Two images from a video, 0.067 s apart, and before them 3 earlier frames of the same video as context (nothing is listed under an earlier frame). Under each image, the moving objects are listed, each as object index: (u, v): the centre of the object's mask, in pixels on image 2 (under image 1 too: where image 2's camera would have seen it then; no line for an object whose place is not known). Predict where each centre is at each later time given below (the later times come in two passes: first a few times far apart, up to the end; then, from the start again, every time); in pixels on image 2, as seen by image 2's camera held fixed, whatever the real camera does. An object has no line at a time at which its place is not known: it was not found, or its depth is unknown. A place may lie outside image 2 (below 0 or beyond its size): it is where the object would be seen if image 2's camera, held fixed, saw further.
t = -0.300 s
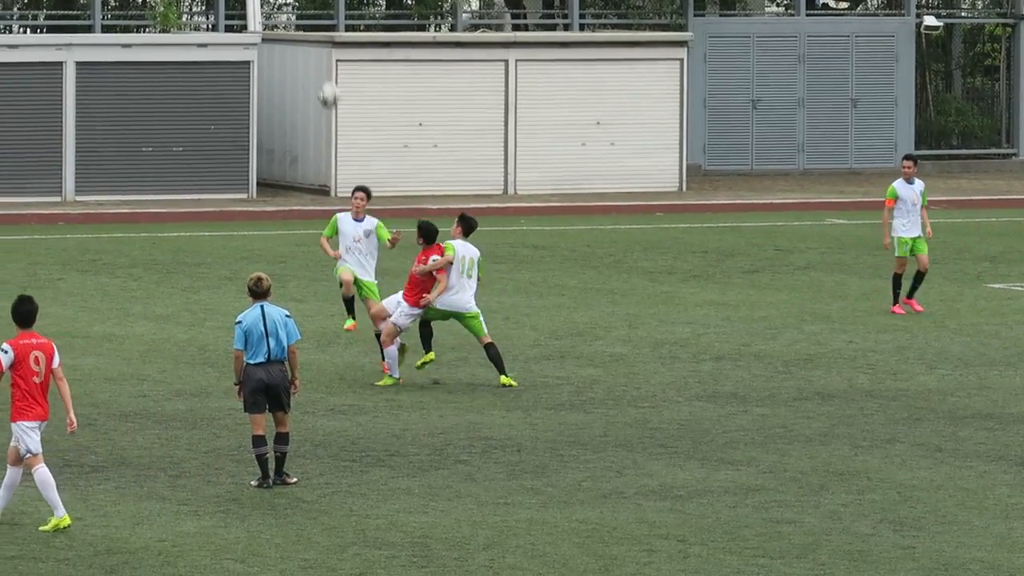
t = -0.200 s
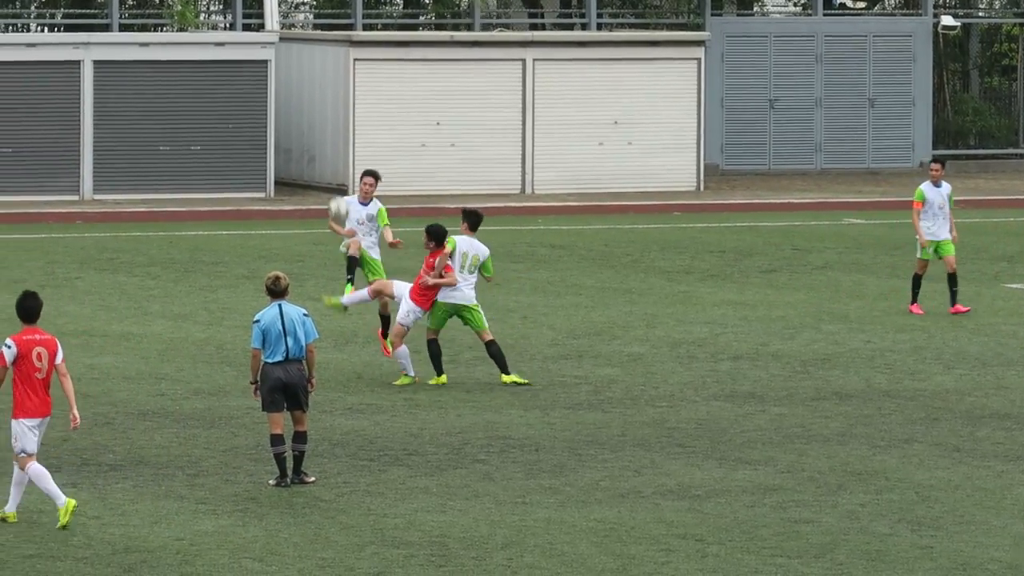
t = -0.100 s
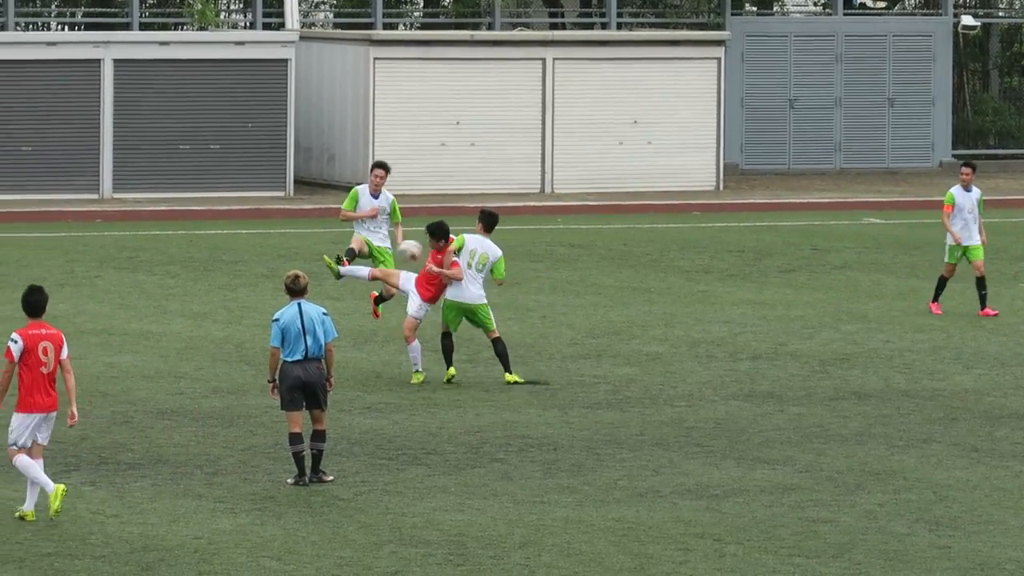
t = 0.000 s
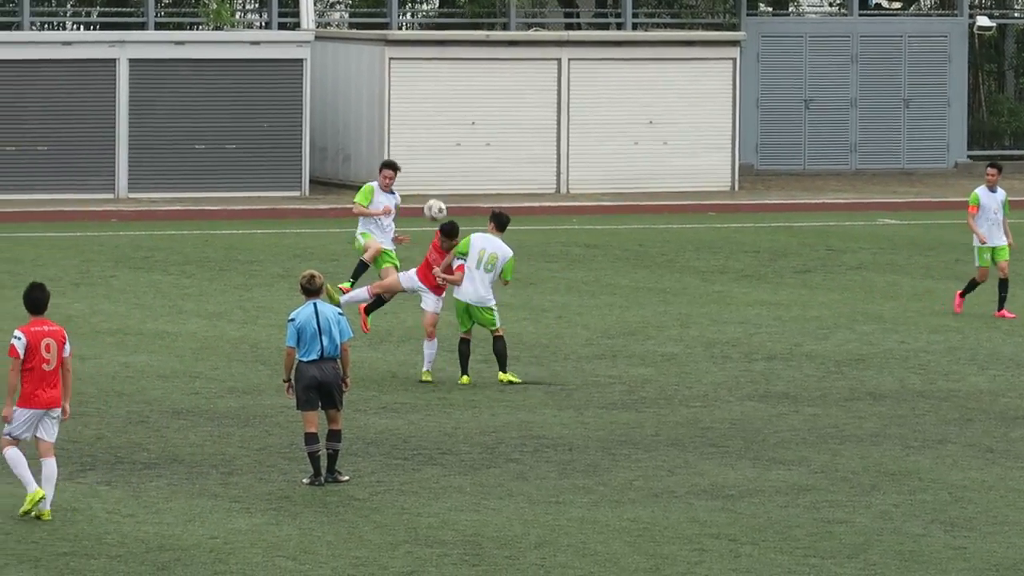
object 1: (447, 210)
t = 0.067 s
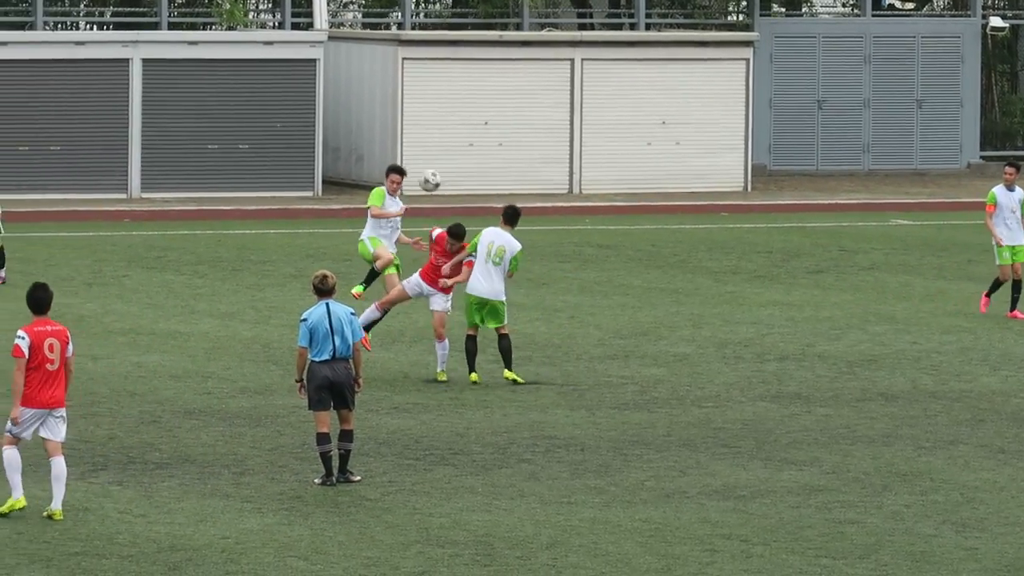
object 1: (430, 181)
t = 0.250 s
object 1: (385, 120)
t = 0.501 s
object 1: (330, 91)
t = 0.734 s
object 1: (286, 115)
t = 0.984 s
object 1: (244, 192)
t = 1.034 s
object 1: (236, 214)
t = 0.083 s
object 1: (425, 174)
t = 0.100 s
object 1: (421, 167)
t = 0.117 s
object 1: (417, 161)
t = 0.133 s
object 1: (413, 155)
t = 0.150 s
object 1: (409, 149)
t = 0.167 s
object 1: (404, 143)
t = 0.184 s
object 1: (400, 138)
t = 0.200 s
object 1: (396, 133)
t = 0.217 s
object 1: (392, 128)
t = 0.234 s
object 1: (389, 124)
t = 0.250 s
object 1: (385, 120)
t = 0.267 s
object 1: (381, 116)
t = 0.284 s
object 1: (377, 113)
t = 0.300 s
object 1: (374, 110)
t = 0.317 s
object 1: (370, 107)
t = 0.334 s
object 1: (366, 104)
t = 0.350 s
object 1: (362, 101)
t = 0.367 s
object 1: (358, 99)
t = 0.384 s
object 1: (355, 97)
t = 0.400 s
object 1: (351, 95)
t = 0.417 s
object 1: (347, 94)
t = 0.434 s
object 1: (344, 93)
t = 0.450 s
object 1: (340, 92)
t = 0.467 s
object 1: (337, 91)
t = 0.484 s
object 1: (333, 91)
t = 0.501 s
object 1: (330, 91)
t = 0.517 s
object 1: (327, 91)
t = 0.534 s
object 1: (323, 92)
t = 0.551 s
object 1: (320, 92)
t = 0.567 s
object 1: (316, 93)
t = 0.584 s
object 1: (313, 94)
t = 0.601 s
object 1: (310, 95)
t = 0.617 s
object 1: (306, 97)
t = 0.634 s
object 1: (303, 99)
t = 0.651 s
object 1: (300, 101)
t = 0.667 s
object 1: (297, 103)
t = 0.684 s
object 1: (294, 105)
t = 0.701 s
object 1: (292, 109)
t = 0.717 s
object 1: (288, 111)
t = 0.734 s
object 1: (286, 115)
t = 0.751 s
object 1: (283, 118)
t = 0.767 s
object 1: (280, 122)
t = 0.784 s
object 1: (277, 126)
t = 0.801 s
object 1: (274, 130)
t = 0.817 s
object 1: (272, 134)
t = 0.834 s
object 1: (269, 139)
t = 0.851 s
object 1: (266, 144)
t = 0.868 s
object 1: (264, 149)
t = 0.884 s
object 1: (261, 155)
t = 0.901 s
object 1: (258, 160)
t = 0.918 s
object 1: (256, 166)
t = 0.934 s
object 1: (252, 172)
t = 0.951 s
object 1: (250, 179)
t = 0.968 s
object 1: (247, 185)
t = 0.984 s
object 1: (244, 192)
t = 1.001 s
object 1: (242, 199)
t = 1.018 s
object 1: (239, 206)
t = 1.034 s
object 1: (236, 214)
